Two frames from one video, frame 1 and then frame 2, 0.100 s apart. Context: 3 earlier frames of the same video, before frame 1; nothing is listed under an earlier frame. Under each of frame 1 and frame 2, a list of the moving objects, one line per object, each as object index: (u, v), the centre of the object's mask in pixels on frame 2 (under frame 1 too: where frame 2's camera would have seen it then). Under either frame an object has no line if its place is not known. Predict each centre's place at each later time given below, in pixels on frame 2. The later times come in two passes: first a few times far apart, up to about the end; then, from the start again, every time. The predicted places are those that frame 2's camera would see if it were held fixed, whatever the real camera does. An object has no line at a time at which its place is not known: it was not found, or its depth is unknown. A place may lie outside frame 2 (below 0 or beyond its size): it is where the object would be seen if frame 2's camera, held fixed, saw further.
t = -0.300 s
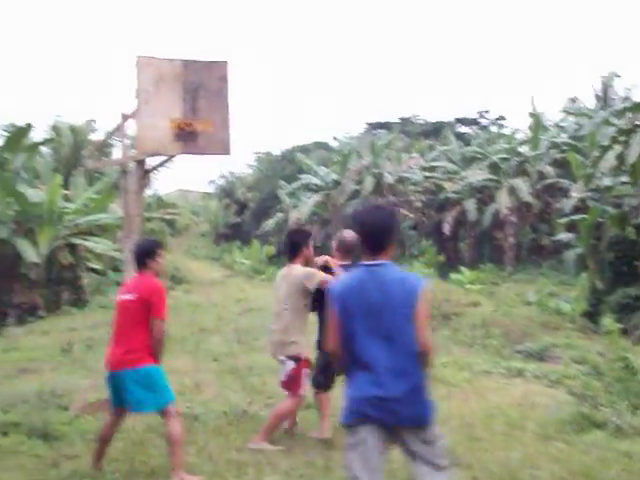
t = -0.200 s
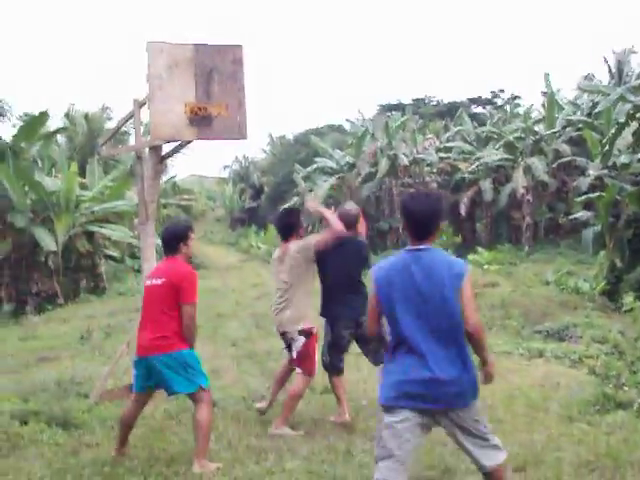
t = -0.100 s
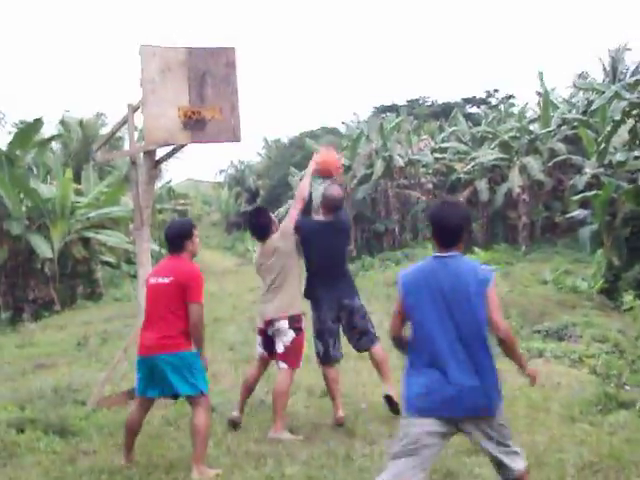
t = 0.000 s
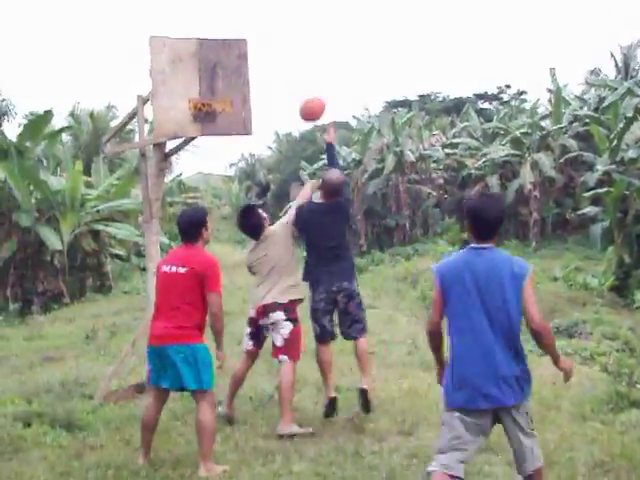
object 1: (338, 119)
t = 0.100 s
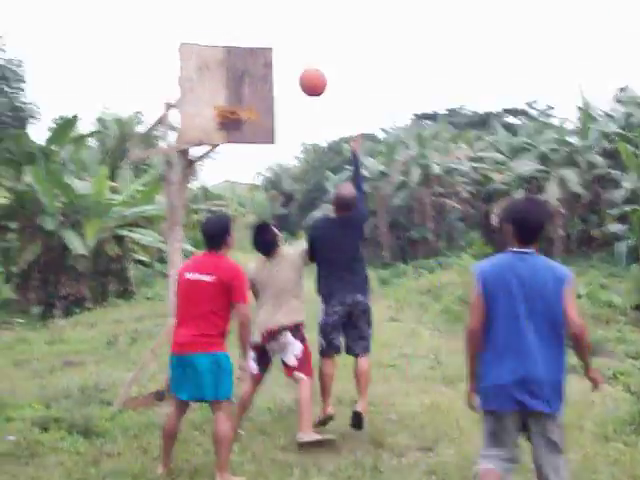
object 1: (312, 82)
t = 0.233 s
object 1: (278, 53)
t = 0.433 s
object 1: (238, 47)
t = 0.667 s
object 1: (207, 91)
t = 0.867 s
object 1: (160, 119)
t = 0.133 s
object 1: (304, 73)
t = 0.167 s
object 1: (295, 65)
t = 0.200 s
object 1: (287, 58)
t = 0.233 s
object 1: (278, 53)
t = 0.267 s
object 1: (269, 49)
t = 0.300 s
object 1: (261, 45)
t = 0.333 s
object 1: (253, 46)
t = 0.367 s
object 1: (247, 45)
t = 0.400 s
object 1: (242, 45)
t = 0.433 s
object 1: (238, 47)
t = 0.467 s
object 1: (234, 50)
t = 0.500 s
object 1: (230, 55)
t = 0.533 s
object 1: (226, 60)
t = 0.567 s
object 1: (222, 67)
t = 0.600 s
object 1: (218, 76)
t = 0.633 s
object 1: (213, 85)
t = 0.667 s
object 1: (207, 91)
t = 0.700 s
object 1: (199, 94)
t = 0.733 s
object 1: (192, 96)
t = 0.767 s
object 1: (183, 98)
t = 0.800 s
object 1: (175, 104)
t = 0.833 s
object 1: (167, 111)
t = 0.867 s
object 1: (160, 119)
